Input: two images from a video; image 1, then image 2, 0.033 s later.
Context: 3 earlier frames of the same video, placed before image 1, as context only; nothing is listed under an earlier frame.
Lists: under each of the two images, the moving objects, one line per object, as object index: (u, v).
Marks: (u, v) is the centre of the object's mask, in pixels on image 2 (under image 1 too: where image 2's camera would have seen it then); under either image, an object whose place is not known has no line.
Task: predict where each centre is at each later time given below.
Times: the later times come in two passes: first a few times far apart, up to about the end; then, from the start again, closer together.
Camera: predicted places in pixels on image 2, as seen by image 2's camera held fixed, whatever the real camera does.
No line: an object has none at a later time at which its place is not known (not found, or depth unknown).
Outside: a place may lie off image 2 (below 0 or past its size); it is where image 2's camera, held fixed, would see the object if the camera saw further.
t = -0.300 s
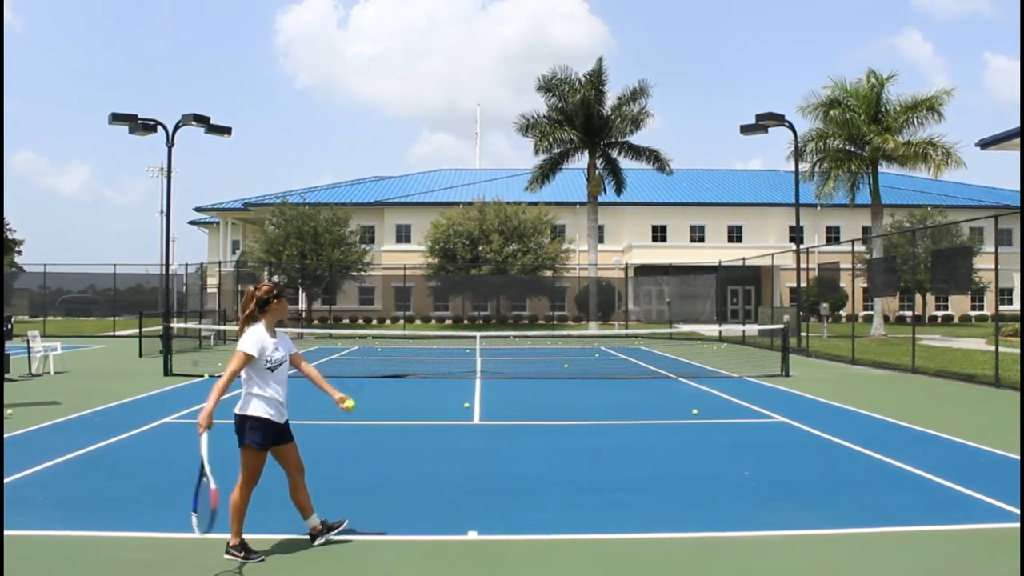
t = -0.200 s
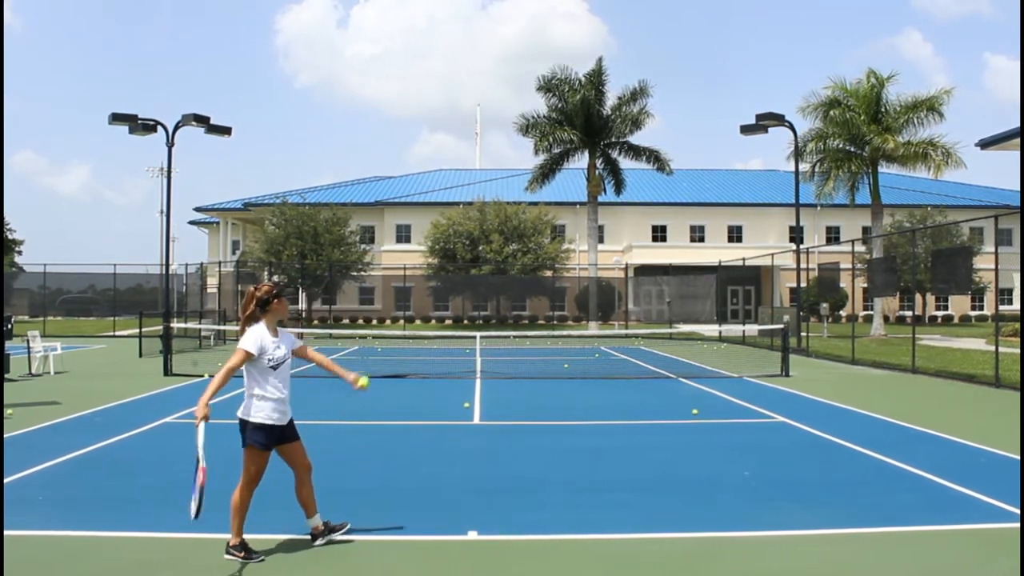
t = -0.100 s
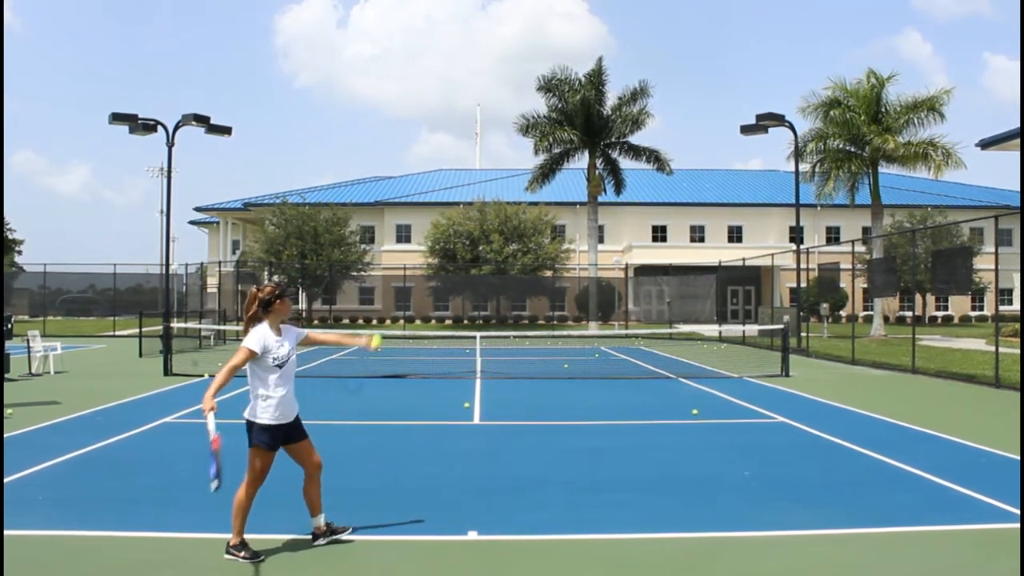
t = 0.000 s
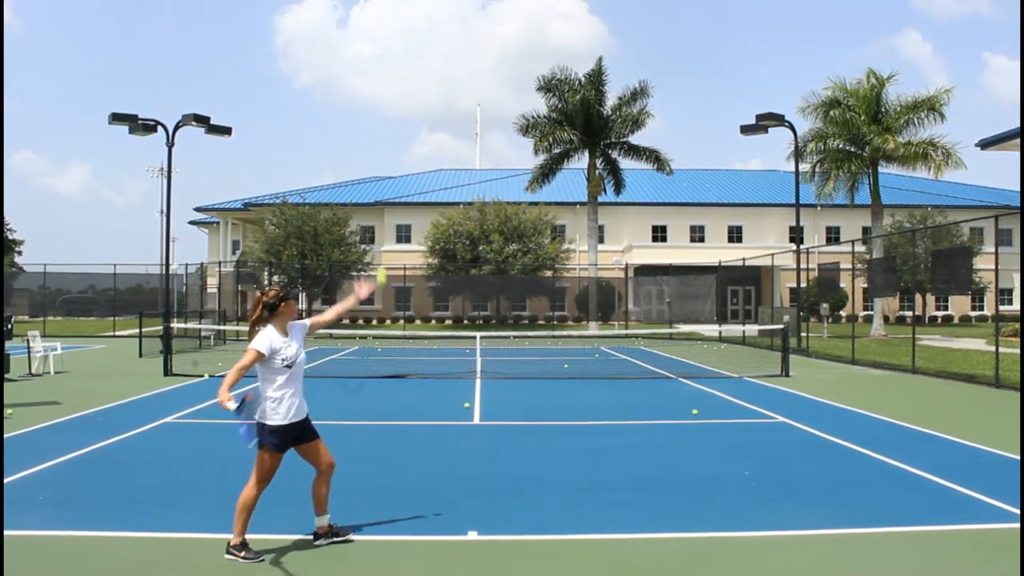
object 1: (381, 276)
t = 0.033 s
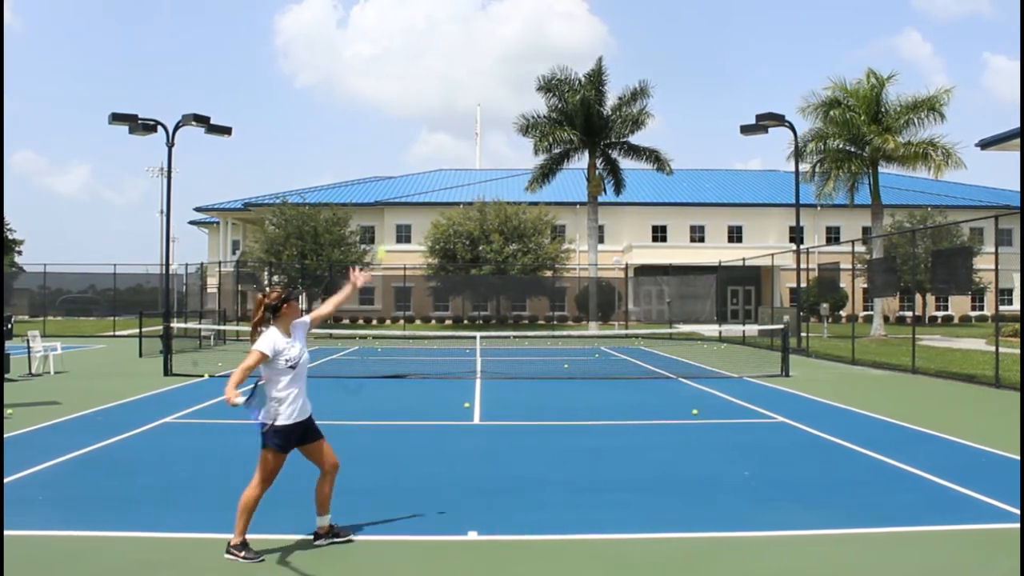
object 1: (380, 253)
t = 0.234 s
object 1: (382, 153)
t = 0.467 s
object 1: (381, 112)
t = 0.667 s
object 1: (379, 135)
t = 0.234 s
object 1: (382, 153)
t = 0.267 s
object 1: (381, 143)
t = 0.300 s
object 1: (382, 134)
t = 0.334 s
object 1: (381, 127)
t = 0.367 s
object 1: (381, 121)
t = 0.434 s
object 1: (381, 113)
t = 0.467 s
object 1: (381, 112)
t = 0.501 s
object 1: (381, 112)
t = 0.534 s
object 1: (381, 114)
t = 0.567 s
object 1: (381, 117)
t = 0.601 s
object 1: (380, 122)
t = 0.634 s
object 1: (380, 128)
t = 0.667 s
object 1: (379, 135)
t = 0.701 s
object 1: (379, 145)
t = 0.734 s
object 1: (378, 155)
